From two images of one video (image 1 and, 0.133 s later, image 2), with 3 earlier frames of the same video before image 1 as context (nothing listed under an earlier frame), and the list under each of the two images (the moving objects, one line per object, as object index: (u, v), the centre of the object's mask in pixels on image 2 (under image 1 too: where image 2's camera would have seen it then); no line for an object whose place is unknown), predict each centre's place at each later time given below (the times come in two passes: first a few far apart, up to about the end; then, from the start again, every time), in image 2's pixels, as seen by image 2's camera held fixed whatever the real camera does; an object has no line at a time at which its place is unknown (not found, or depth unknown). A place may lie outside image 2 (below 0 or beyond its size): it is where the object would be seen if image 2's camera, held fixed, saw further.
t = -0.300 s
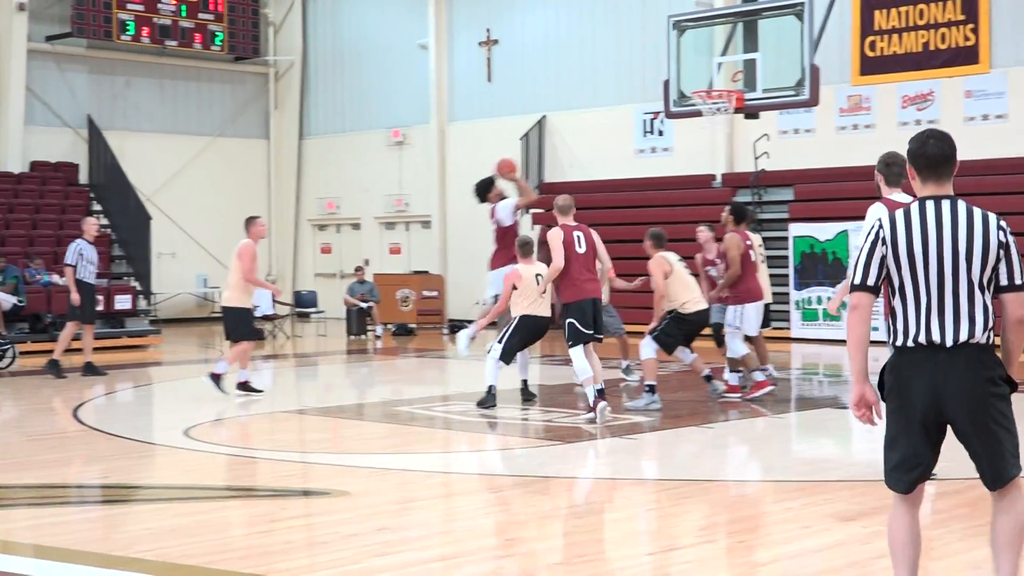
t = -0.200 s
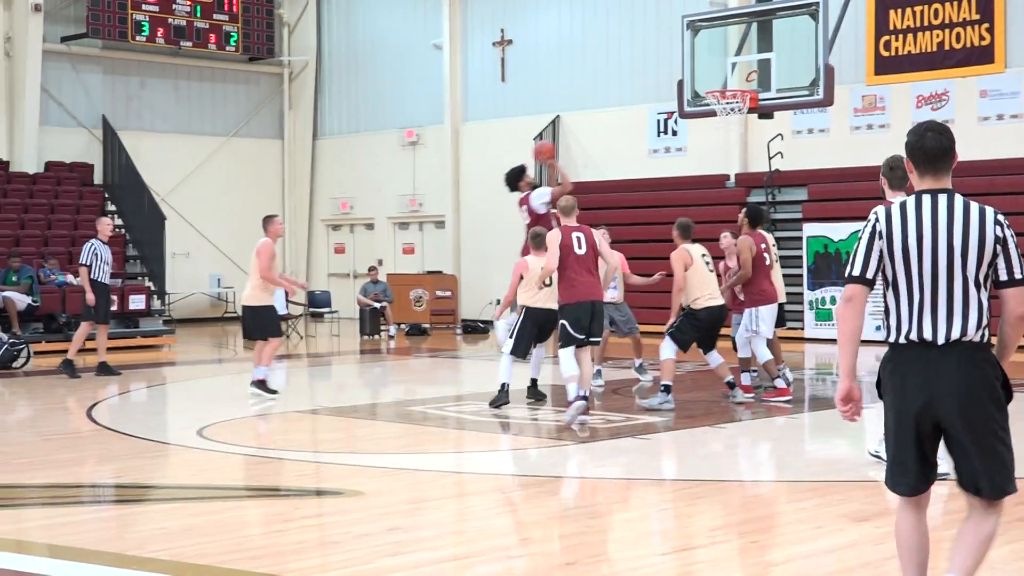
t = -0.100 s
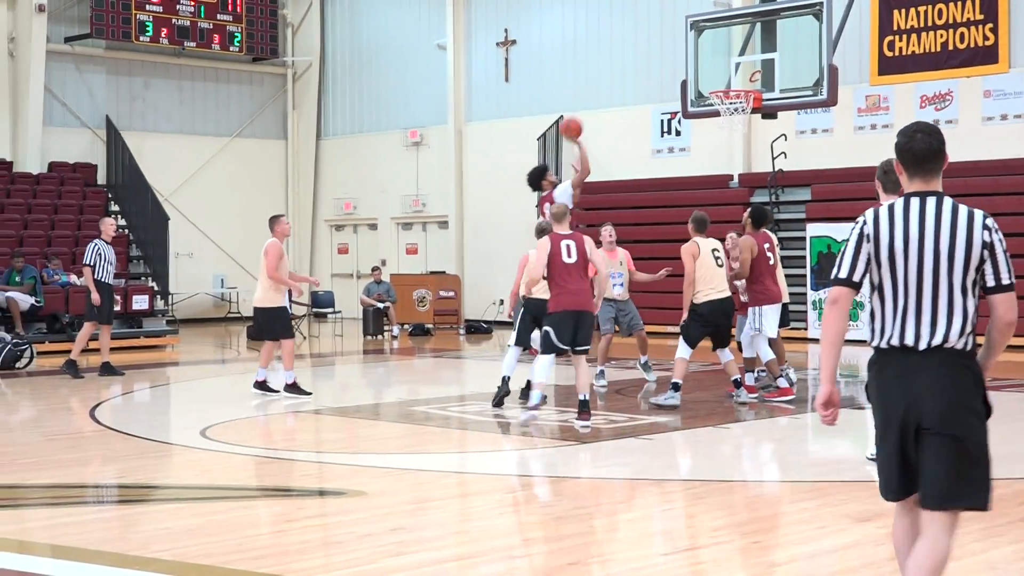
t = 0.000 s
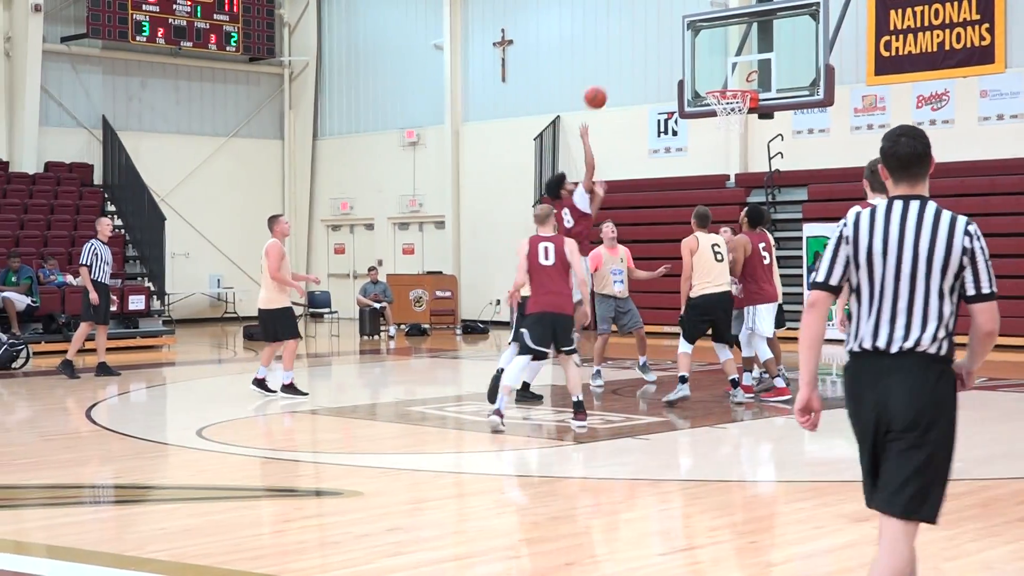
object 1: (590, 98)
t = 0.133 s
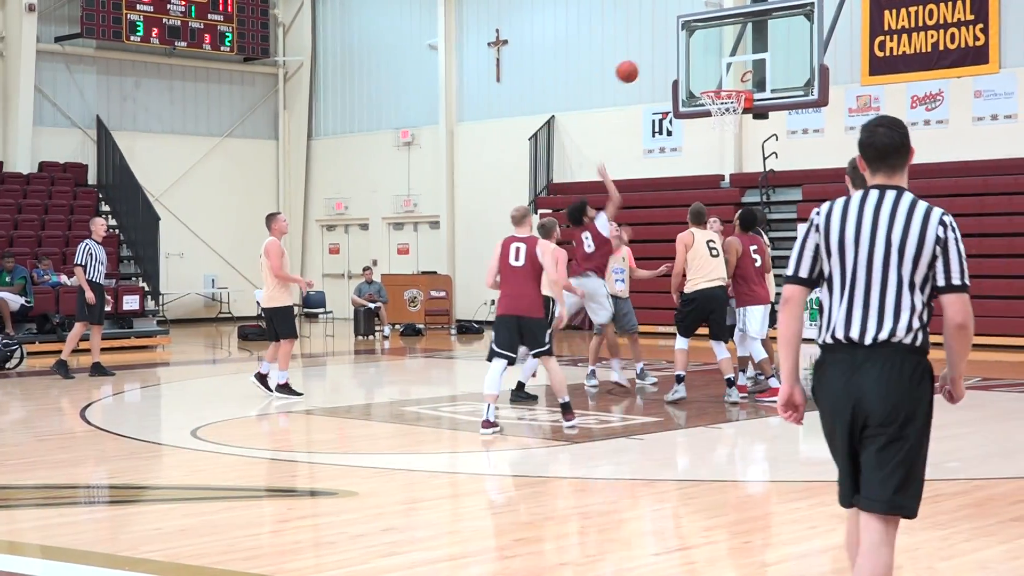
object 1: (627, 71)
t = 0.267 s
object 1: (664, 62)
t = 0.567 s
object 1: (737, 81)
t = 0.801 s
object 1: (743, 79)
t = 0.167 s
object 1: (636, 67)
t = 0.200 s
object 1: (646, 65)
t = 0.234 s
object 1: (655, 63)
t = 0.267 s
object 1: (664, 62)
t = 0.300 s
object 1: (673, 62)
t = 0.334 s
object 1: (682, 64)
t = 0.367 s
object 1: (692, 66)
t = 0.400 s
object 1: (701, 70)
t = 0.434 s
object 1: (710, 75)
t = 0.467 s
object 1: (719, 80)
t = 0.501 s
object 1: (726, 81)
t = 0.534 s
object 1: (732, 81)
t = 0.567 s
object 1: (737, 81)
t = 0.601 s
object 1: (740, 81)
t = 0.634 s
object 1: (744, 80)
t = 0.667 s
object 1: (747, 80)
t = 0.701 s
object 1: (750, 80)
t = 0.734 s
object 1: (750, 80)
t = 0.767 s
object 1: (746, 79)
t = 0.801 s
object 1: (743, 79)
